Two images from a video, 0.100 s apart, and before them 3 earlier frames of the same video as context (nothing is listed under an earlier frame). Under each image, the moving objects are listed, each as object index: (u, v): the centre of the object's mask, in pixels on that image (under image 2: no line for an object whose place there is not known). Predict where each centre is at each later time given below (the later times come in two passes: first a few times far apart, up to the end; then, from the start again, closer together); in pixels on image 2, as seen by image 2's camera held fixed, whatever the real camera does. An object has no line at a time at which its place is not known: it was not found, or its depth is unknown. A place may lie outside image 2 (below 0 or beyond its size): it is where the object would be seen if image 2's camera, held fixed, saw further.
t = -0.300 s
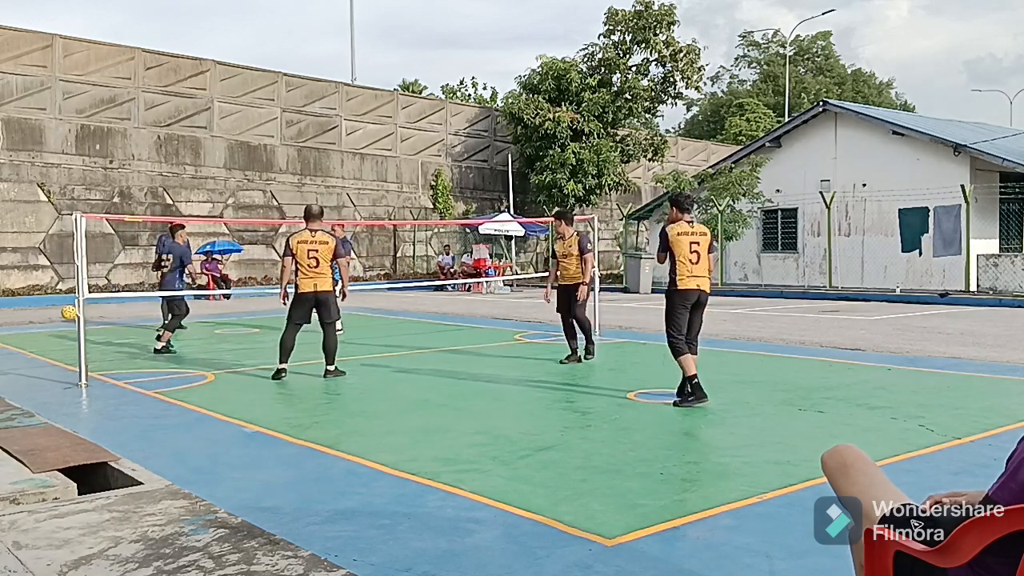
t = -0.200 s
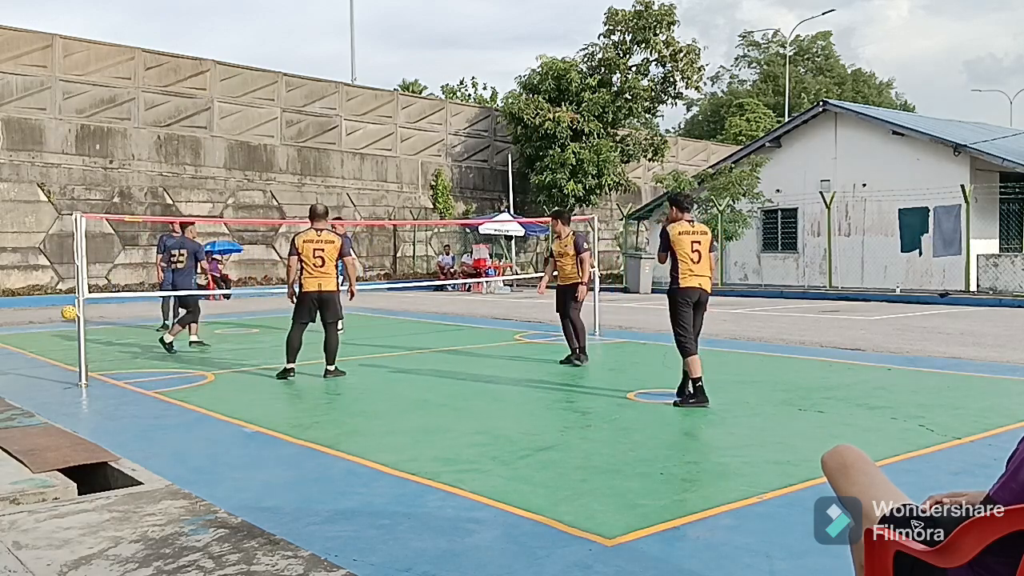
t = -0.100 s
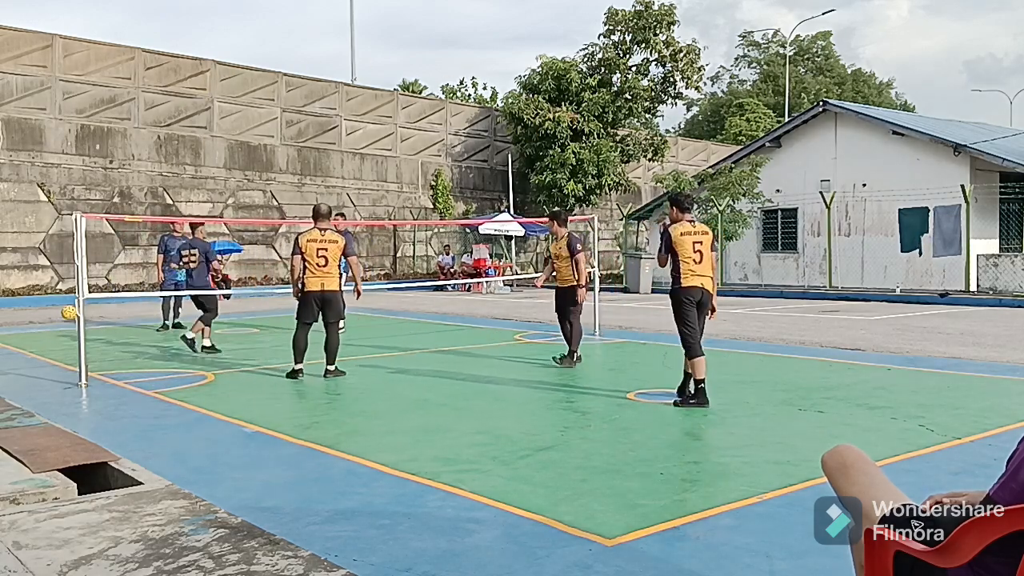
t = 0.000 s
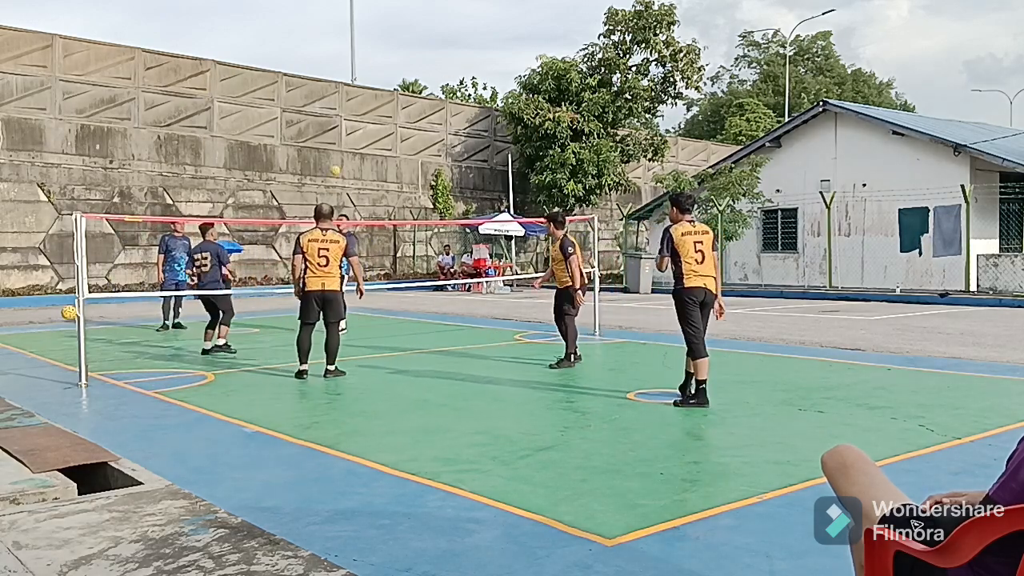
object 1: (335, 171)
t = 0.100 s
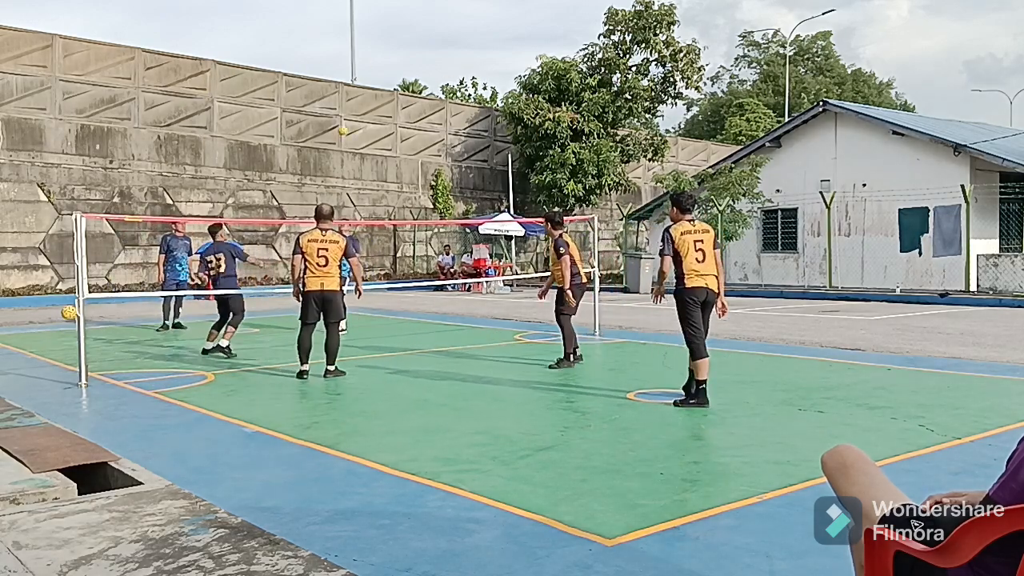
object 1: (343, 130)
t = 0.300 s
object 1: (358, 72)
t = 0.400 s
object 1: (367, 52)
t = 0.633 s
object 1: (388, 36)
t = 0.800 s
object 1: (404, 49)
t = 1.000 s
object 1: (423, 92)
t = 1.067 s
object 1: (430, 113)
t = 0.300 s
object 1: (358, 72)
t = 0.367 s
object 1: (364, 58)
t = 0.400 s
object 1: (367, 52)
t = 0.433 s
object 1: (370, 47)
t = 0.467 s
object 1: (373, 44)
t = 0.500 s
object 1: (375, 41)
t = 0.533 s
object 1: (378, 38)
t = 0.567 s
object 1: (381, 37)
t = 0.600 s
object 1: (385, 36)
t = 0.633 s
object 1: (388, 36)
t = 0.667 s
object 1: (391, 37)
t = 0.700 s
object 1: (394, 39)
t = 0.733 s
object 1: (397, 41)
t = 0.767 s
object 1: (400, 45)
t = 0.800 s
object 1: (404, 49)
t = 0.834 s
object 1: (406, 54)
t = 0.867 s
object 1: (410, 60)
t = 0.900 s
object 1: (413, 67)
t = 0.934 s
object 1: (416, 75)
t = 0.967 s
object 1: (420, 83)
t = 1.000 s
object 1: (423, 92)
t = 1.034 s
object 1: (427, 102)
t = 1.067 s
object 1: (430, 113)
